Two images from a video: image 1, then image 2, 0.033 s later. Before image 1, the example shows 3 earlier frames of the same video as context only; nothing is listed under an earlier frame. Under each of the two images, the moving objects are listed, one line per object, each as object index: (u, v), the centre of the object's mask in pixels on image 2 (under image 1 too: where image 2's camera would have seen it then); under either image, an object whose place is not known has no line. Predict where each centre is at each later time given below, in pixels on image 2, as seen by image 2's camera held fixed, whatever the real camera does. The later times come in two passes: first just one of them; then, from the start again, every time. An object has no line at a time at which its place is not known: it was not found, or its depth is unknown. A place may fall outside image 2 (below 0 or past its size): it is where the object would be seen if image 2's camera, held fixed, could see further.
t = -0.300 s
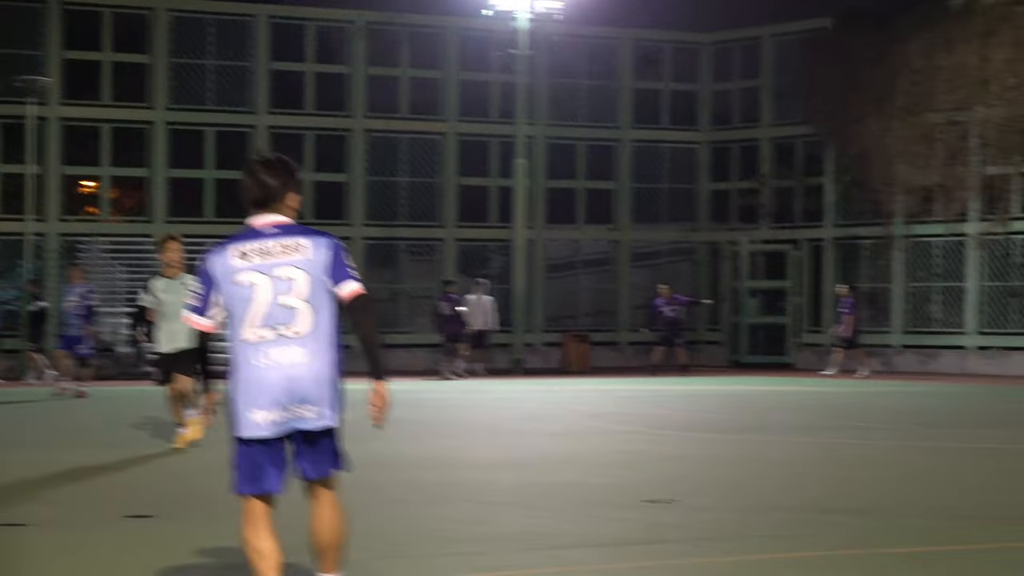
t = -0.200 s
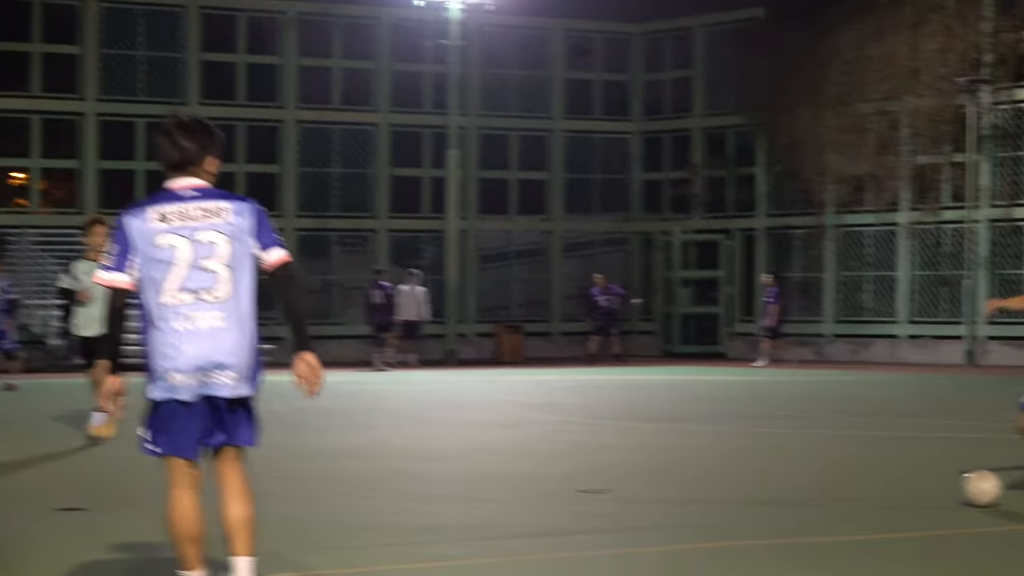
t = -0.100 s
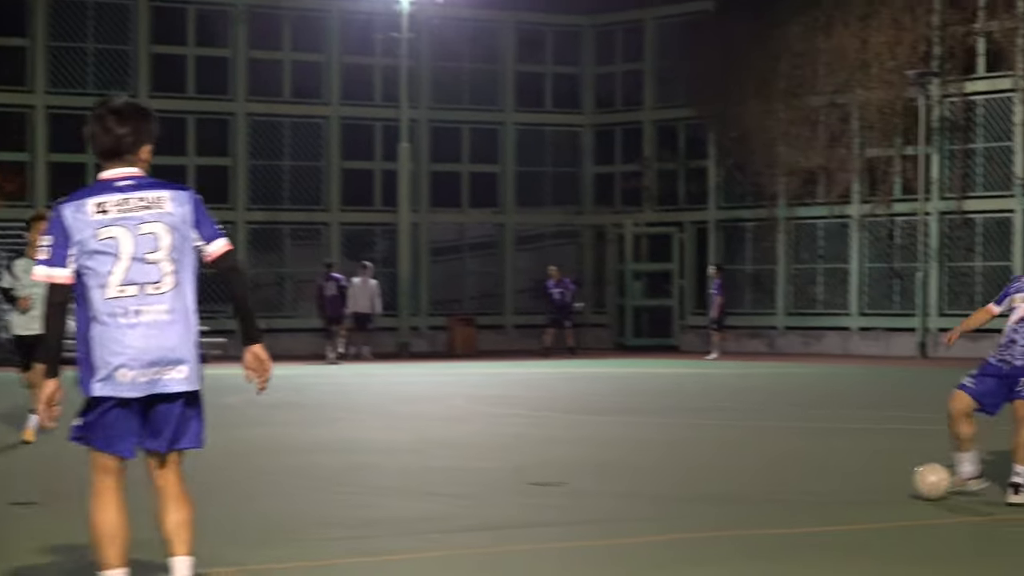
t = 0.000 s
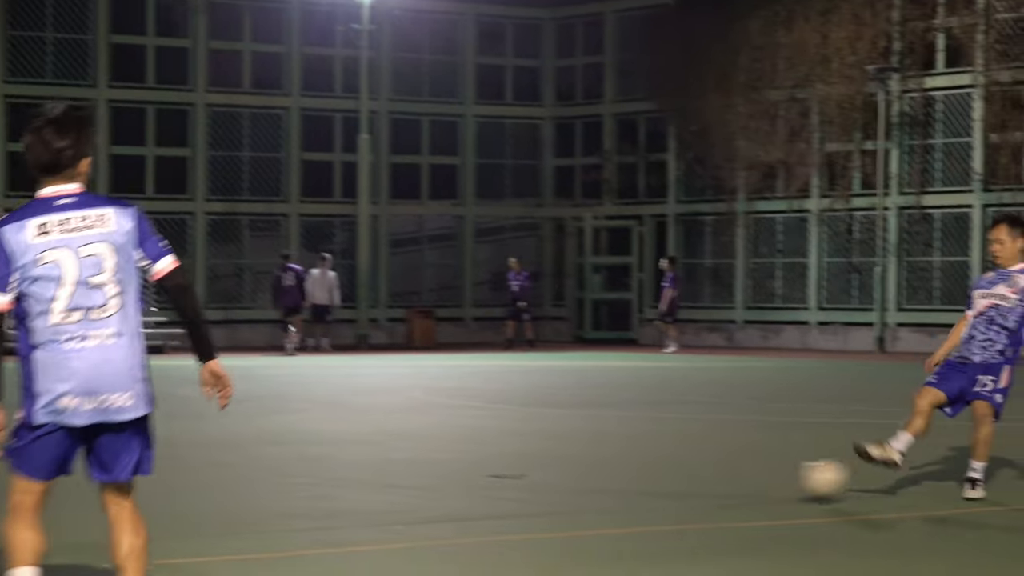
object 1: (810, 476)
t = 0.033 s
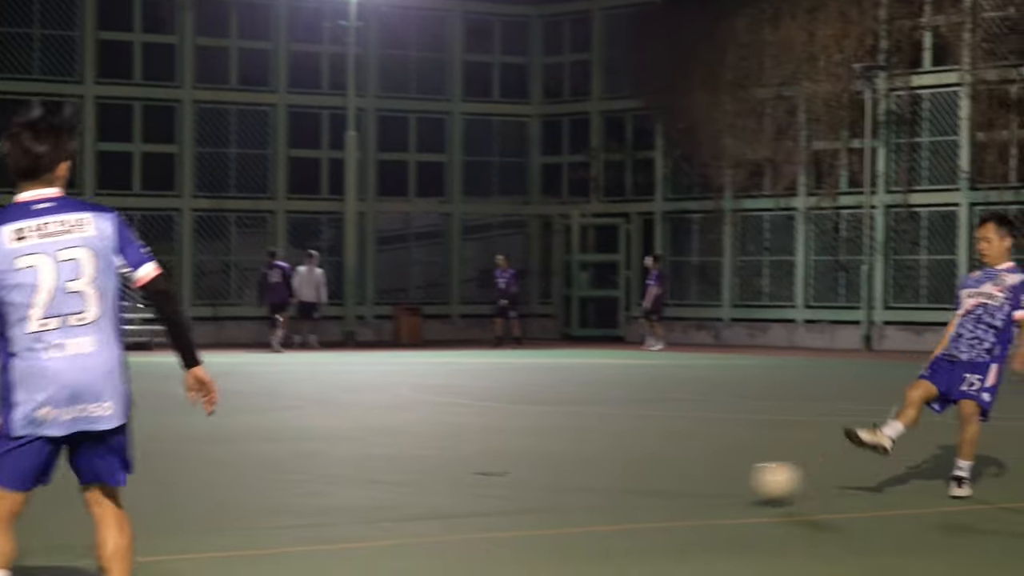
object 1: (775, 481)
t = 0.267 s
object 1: (533, 496)
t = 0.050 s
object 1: (759, 484)
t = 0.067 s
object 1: (739, 488)
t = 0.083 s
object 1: (721, 493)
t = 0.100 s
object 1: (704, 498)
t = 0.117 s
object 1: (686, 500)
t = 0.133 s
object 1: (670, 498)
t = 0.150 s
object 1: (655, 494)
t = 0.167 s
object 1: (638, 493)
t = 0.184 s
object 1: (622, 492)
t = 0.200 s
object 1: (605, 492)
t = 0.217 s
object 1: (588, 491)
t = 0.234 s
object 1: (570, 493)
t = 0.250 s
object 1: (552, 494)
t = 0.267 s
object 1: (533, 496)
